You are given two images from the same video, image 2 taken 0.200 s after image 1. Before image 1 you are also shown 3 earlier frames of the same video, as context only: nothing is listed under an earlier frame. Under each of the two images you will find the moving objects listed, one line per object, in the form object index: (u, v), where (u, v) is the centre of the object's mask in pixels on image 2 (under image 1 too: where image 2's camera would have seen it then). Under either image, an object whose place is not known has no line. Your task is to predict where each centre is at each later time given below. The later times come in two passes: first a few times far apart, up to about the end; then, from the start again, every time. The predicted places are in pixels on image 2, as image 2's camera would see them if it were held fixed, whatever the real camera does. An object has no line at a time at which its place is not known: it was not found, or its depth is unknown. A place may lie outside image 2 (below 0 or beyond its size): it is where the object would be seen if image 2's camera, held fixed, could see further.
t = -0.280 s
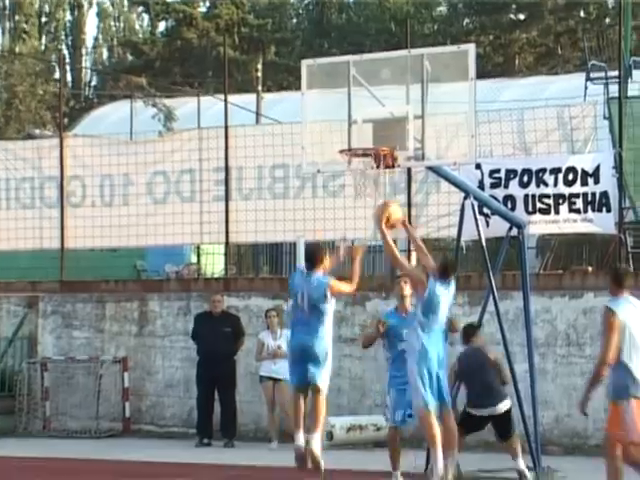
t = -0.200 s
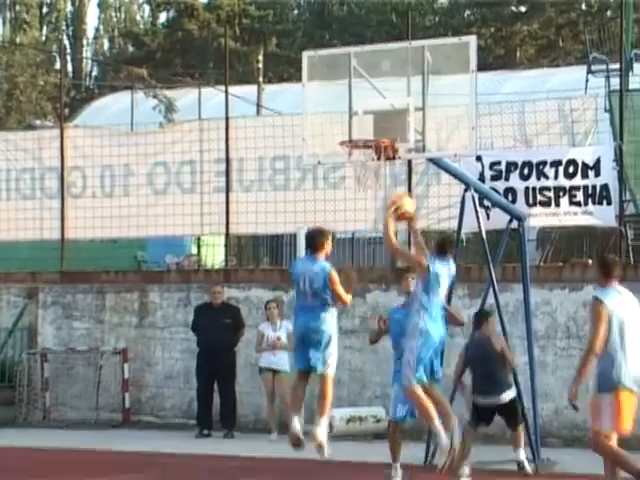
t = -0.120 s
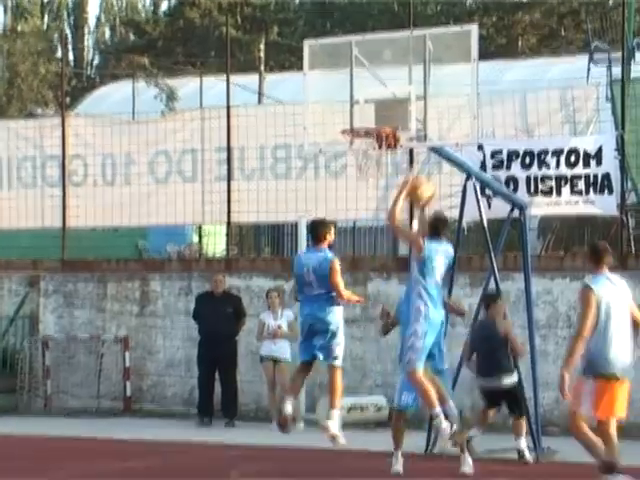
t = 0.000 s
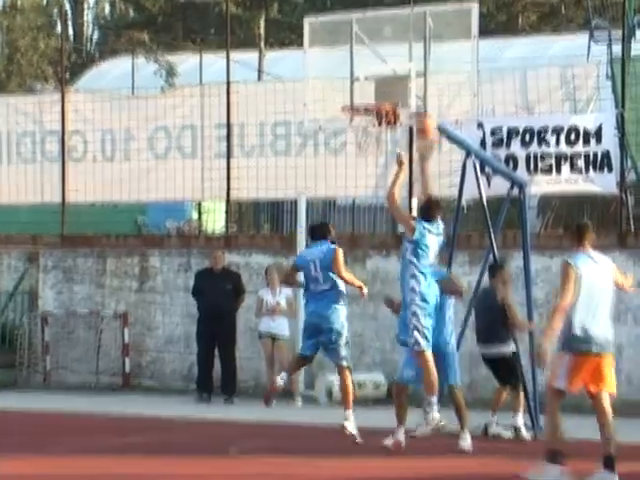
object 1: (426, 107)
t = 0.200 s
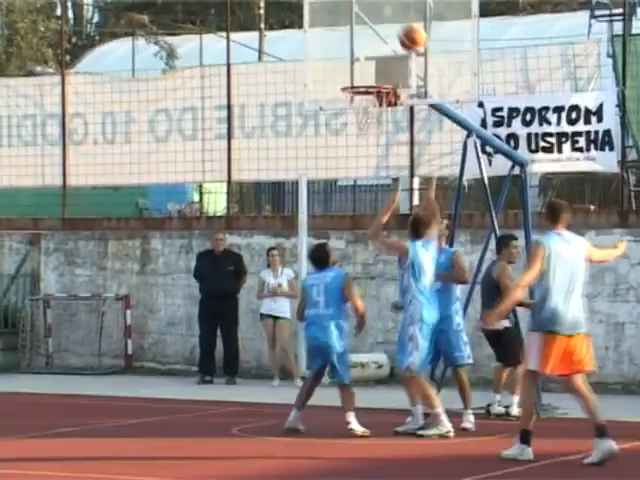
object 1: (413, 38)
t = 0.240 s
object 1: (409, 29)
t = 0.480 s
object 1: (396, 14)
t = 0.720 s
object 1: (380, 59)
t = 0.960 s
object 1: (367, 149)
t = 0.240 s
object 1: (409, 29)
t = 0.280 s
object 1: (407, 21)
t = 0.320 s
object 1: (405, 16)
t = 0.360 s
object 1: (402, 12)
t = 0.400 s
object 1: (400, 12)
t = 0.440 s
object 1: (399, 11)
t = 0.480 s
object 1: (396, 14)
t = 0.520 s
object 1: (393, 16)
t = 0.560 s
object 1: (391, 22)
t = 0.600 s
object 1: (387, 30)
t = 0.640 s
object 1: (385, 39)
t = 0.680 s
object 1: (382, 49)
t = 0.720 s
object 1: (380, 59)
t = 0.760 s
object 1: (378, 73)
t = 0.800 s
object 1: (376, 88)
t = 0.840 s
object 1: (373, 109)
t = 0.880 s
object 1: (370, 121)
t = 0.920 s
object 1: (368, 135)
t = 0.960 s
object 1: (367, 149)
